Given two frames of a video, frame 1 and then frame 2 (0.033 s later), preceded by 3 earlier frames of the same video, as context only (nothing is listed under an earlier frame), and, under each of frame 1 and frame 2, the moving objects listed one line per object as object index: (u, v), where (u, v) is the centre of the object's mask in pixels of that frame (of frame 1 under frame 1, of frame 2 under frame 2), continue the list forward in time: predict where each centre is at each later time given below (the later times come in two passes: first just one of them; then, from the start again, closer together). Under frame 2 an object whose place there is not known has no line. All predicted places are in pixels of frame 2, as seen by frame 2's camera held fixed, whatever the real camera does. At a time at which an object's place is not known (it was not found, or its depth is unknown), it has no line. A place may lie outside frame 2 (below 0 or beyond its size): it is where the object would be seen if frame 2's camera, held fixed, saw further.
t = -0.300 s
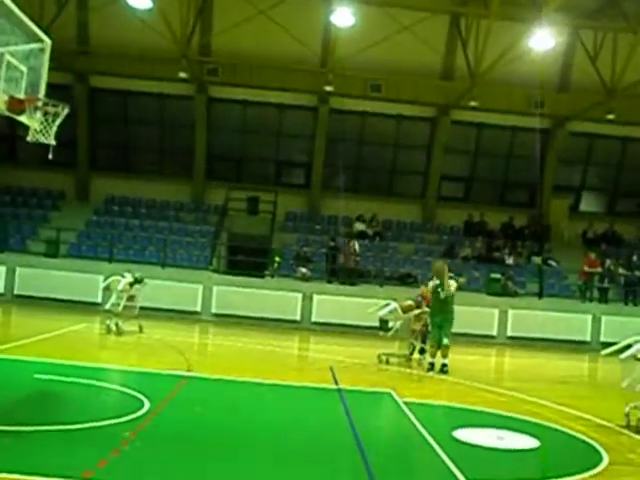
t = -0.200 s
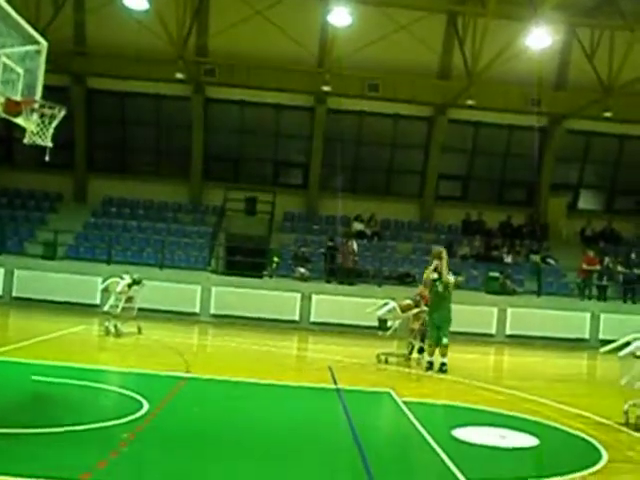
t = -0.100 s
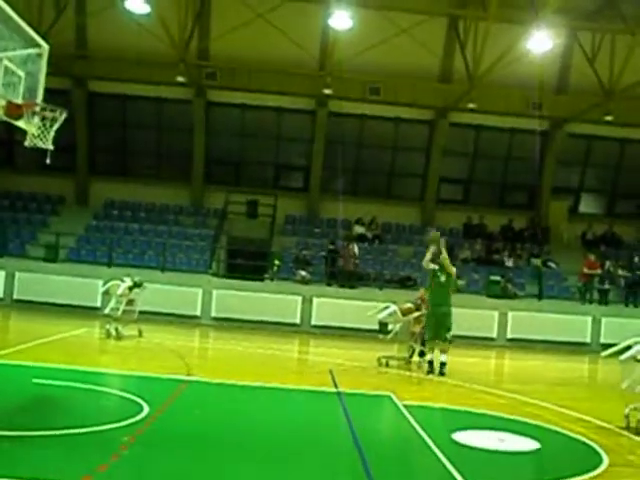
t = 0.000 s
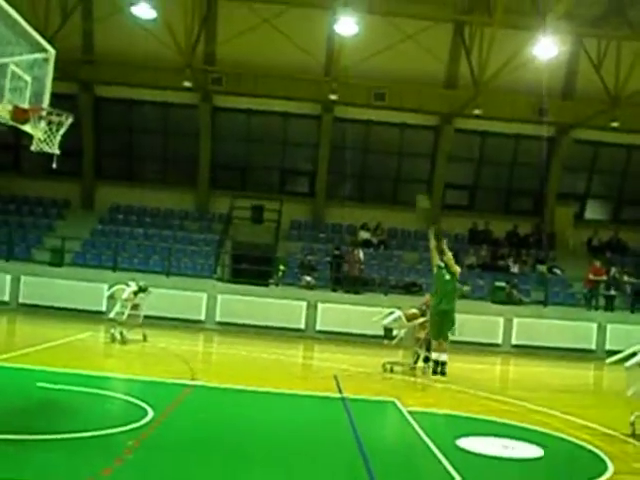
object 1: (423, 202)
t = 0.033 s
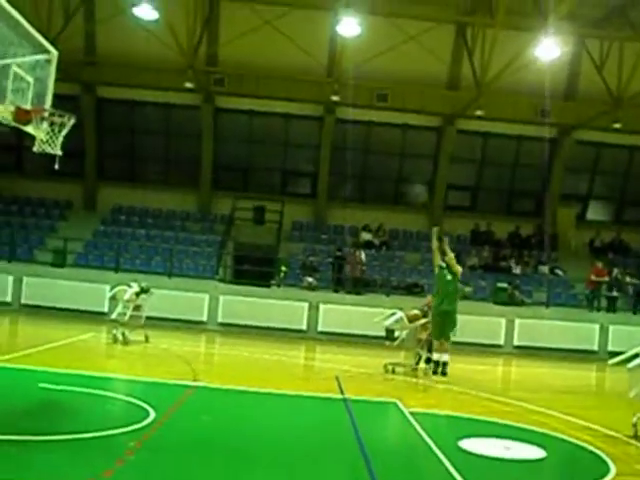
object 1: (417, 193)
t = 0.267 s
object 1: (365, 106)
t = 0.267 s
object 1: (365, 106)
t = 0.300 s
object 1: (357, 98)
